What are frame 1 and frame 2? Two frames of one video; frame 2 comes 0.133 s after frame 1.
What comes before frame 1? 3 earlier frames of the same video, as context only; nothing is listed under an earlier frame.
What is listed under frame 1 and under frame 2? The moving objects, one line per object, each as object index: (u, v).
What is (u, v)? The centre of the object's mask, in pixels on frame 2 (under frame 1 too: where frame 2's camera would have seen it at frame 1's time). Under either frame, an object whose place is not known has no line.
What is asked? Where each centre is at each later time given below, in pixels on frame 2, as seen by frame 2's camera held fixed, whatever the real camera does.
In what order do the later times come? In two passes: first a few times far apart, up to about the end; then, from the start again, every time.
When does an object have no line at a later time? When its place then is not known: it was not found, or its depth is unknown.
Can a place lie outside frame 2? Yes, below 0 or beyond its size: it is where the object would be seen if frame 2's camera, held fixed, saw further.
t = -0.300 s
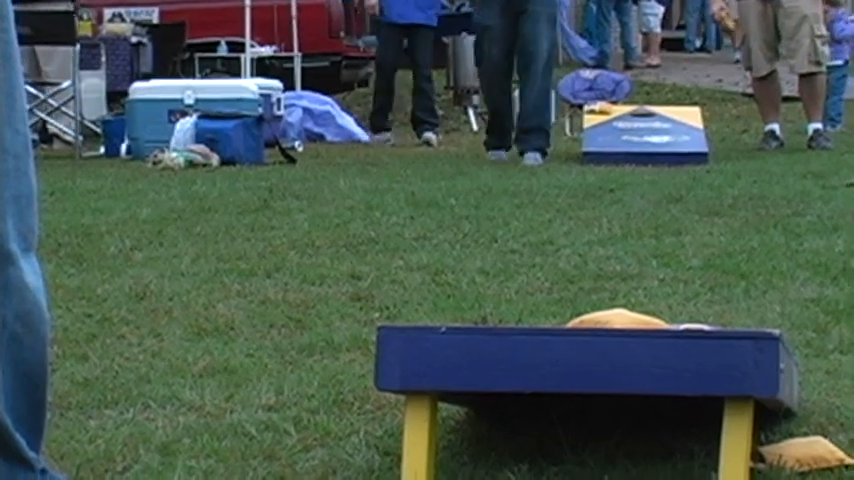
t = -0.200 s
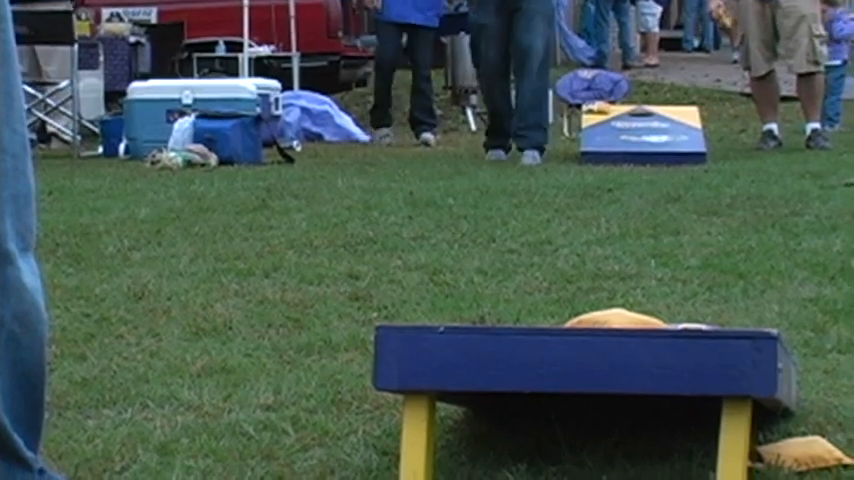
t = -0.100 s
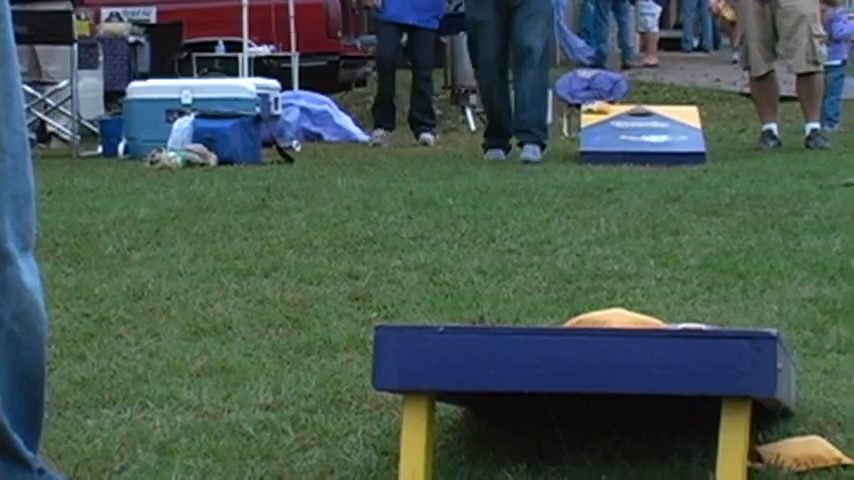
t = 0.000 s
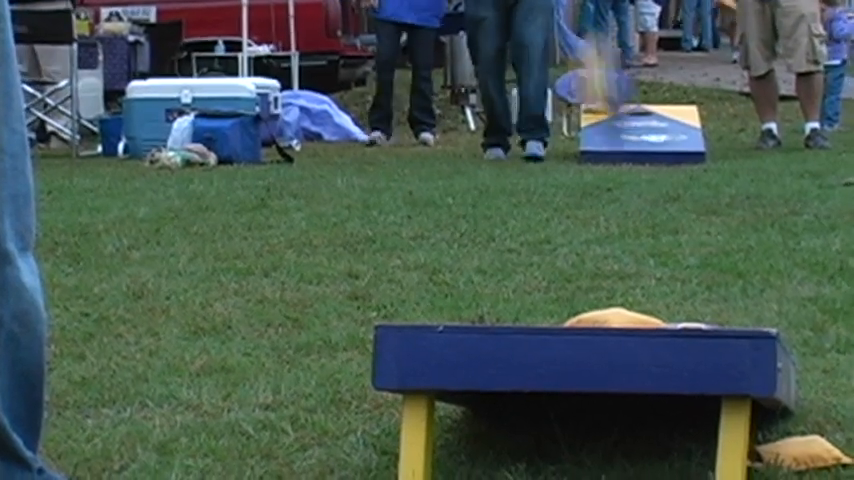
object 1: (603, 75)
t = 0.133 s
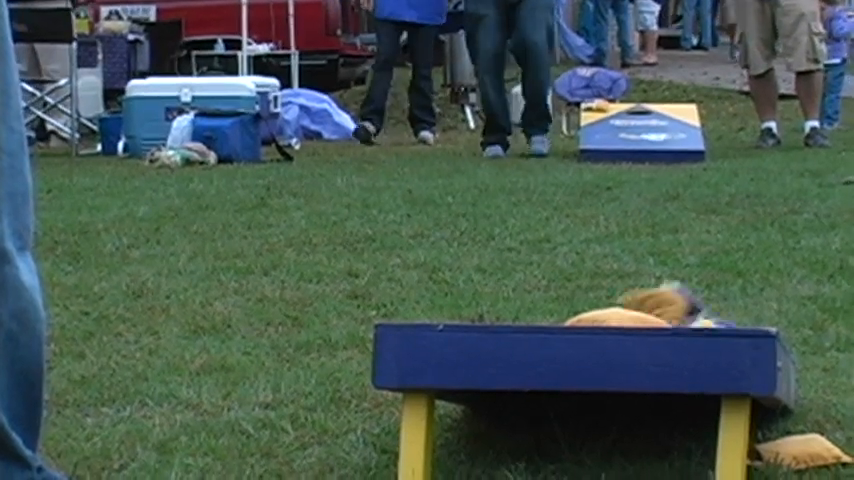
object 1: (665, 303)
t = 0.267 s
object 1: (717, 297)
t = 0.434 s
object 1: (768, 323)
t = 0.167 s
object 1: (677, 295)
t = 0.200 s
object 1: (689, 292)
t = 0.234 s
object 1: (703, 292)
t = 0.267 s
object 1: (717, 297)
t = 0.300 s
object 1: (734, 304)
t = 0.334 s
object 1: (749, 316)
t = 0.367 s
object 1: (756, 322)
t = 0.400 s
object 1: (762, 322)
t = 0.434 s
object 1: (768, 323)
